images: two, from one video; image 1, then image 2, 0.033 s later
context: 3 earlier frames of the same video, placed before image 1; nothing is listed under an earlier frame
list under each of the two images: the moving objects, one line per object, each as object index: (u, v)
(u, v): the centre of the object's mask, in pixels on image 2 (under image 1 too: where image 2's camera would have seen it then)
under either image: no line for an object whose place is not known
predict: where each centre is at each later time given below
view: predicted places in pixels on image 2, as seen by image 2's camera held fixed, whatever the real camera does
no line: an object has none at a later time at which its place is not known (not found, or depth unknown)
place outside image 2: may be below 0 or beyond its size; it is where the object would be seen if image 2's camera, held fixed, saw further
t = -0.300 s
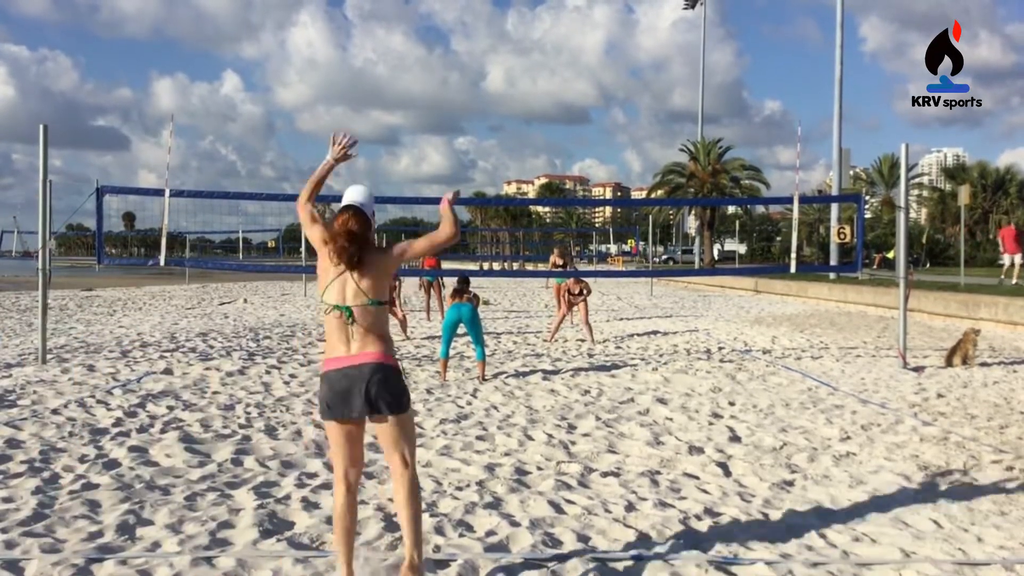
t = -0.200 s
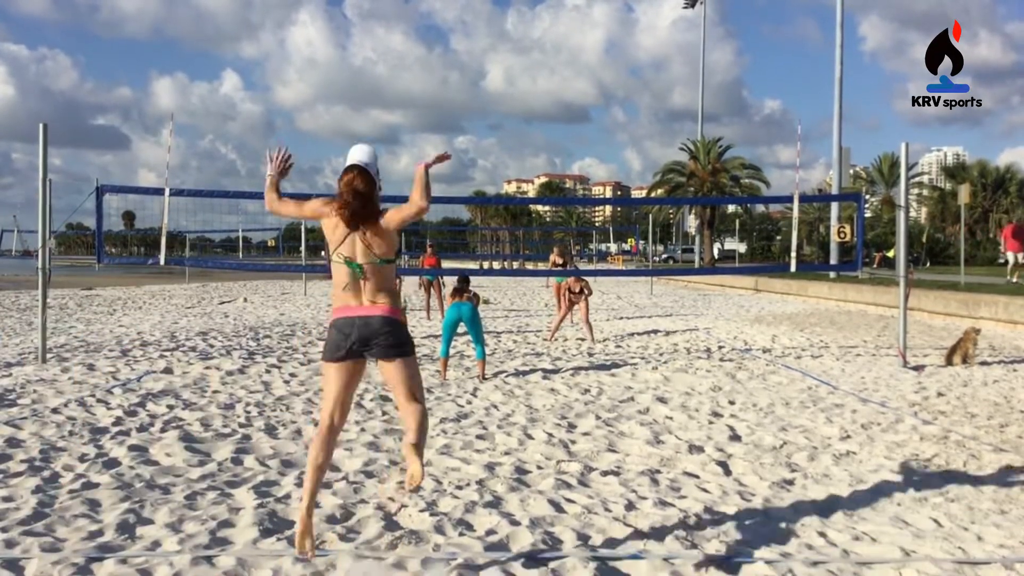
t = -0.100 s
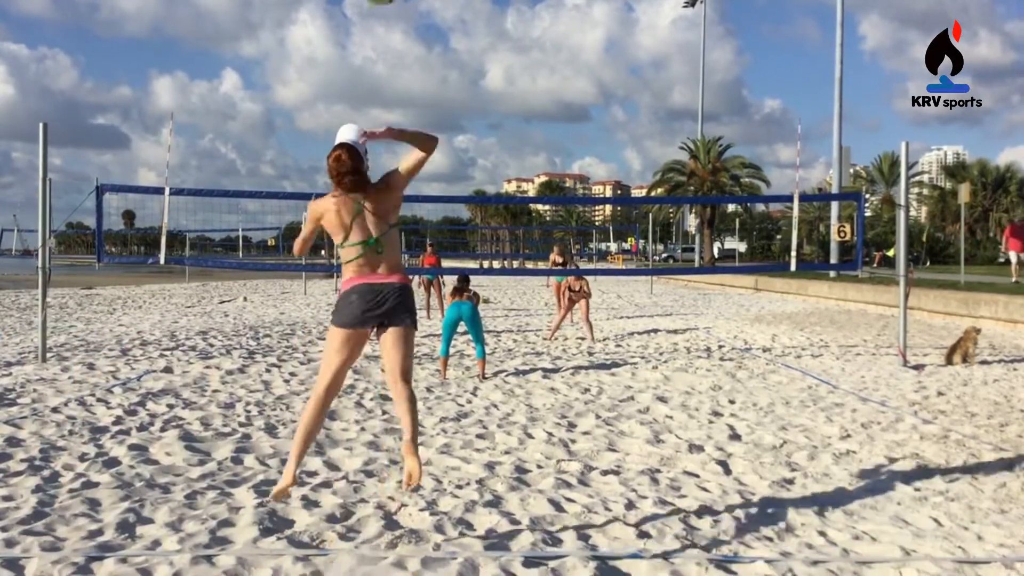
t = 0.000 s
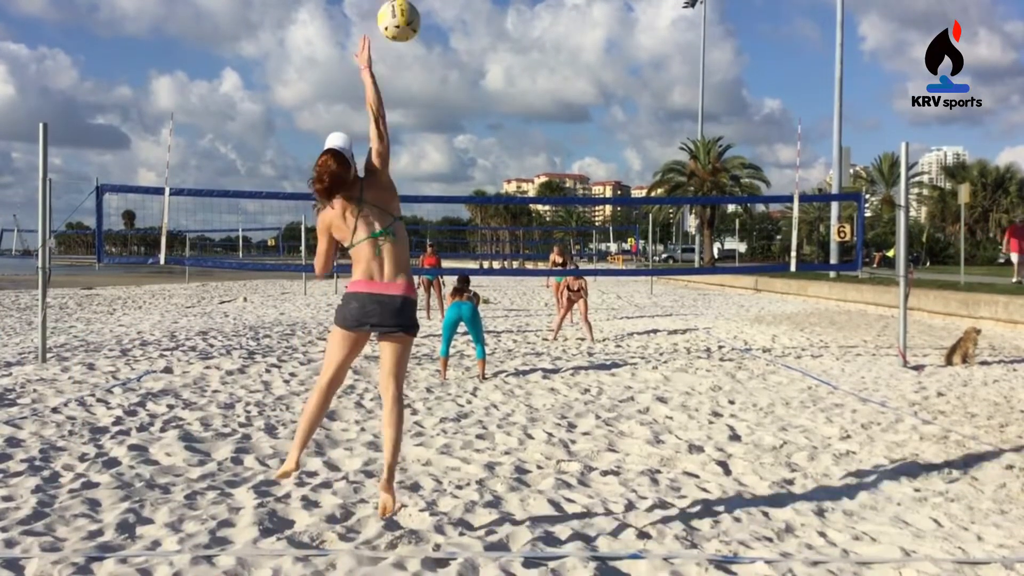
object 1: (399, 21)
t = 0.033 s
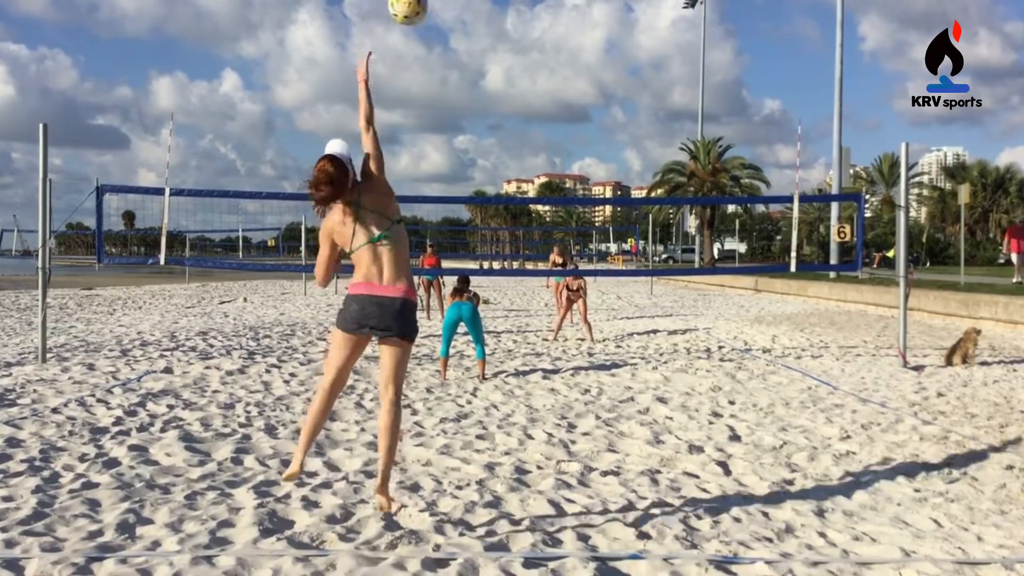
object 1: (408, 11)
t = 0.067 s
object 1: (416, 5)
